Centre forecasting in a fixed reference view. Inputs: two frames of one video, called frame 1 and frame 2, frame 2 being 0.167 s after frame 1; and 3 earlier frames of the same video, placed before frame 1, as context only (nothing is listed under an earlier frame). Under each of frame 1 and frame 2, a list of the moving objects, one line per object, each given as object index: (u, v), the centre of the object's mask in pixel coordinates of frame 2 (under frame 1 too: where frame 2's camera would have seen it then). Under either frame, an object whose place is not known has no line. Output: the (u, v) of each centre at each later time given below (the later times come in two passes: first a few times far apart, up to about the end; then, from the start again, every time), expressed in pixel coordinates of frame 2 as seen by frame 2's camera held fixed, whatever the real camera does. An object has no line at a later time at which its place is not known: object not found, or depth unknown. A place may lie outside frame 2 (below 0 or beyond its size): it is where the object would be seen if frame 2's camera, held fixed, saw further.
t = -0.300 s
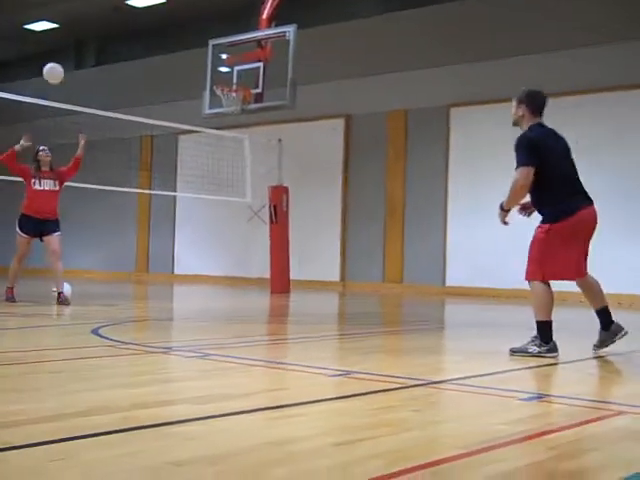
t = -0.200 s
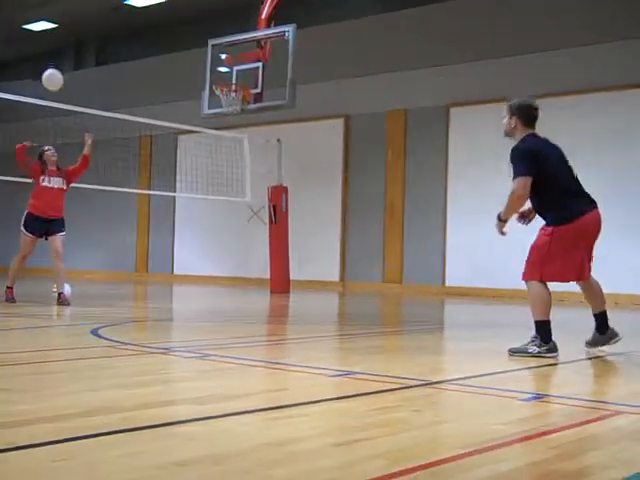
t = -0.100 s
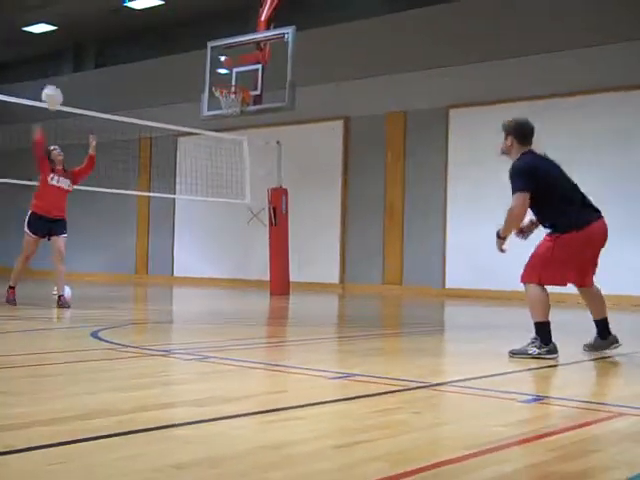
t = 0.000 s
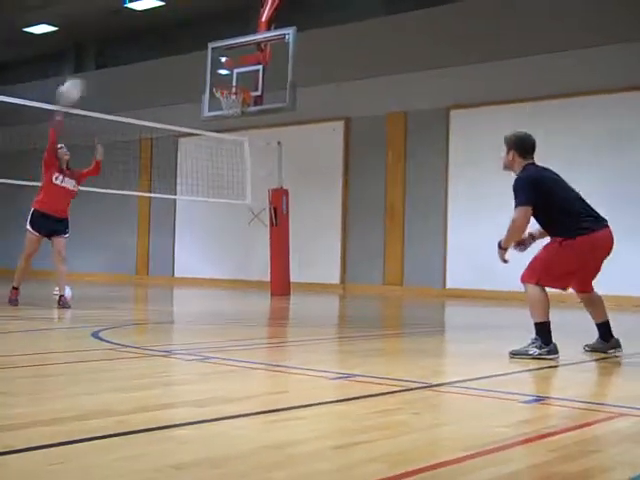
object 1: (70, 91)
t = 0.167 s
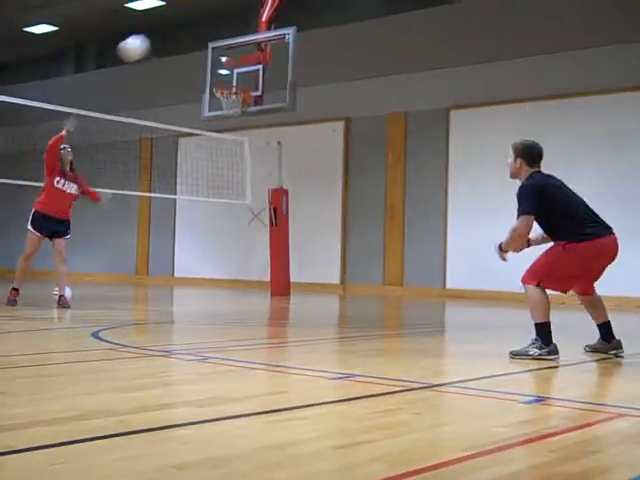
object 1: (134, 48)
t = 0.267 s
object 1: (175, 32)
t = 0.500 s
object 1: (292, 38)
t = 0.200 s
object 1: (147, 41)
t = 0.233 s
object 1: (161, 36)
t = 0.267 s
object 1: (175, 32)
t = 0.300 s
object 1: (190, 29)
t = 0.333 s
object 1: (205, 27)
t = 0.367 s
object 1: (221, 26)
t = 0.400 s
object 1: (238, 26)
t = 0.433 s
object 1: (255, 27)
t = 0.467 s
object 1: (274, 32)
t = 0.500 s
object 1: (292, 38)
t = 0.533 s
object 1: (313, 45)
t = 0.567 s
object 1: (331, 53)
